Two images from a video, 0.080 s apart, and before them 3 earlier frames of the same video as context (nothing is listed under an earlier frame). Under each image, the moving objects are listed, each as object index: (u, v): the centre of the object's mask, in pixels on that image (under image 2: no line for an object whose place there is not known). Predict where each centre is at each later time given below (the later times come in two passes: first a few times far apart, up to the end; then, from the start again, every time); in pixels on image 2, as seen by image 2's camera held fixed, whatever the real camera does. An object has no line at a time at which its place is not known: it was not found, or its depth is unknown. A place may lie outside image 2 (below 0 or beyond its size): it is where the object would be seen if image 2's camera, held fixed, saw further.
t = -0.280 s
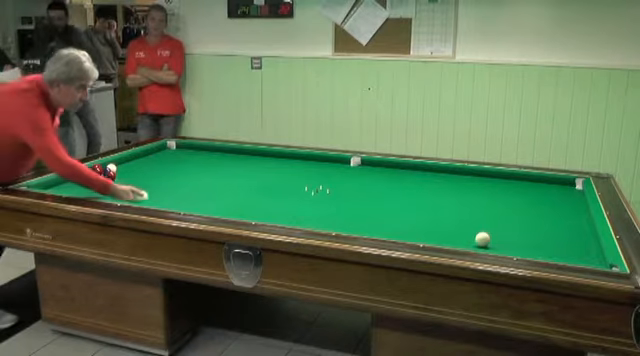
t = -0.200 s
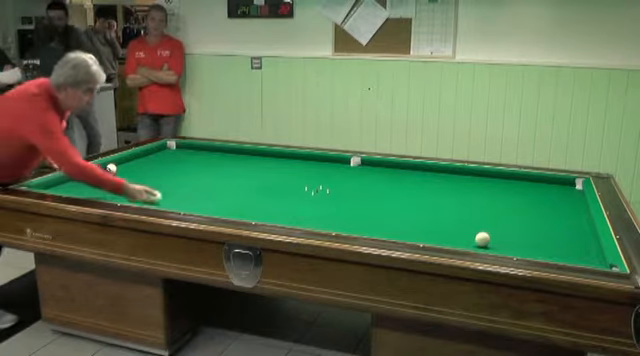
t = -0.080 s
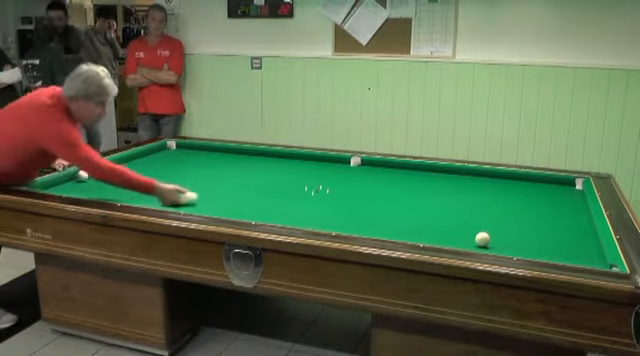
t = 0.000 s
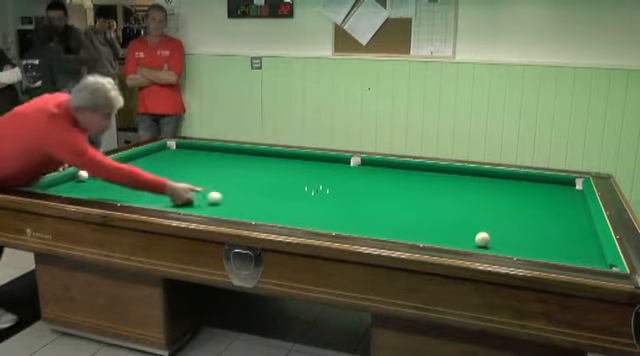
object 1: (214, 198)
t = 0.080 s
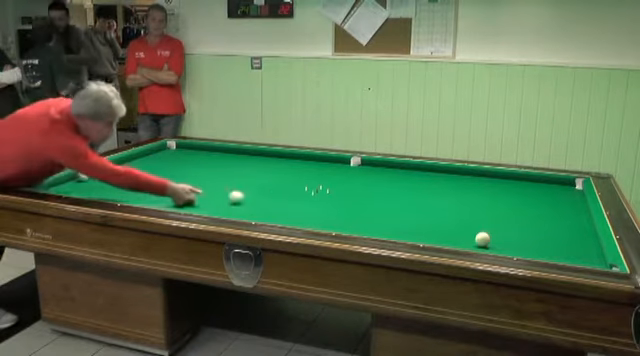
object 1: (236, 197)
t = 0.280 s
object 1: (286, 196)
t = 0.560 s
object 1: (354, 195)
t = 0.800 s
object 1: (409, 194)
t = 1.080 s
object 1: (470, 192)
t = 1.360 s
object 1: (526, 191)
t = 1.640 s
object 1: (577, 190)
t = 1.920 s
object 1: (543, 183)
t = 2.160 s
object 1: (518, 177)
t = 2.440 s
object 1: (494, 176)
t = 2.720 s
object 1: (469, 176)
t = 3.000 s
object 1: (445, 175)
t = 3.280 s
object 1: (422, 174)
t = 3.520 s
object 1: (402, 174)
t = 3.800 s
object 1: (379, 173)
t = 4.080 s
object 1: (356, 173)
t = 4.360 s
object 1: (334, 173)
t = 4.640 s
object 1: (313, 172)
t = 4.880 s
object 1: (295, 172)
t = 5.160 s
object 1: (275, 172)
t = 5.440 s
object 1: (255, 171)
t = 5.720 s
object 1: (237, 171)
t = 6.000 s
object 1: (219, 171)
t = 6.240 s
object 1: (204, 171)
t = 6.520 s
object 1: (188, 170)
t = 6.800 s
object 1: (172, 170)
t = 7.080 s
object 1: (156, 170)
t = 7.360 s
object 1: (142, 170)
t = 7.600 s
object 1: (131, 170)
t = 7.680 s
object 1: (126, 170)
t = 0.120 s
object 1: (246, 197)
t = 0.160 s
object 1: (256, 197)
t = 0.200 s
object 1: (266, 196)
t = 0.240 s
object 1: (276, 196)
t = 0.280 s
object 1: (286, 196)
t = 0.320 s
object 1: (296, 196)
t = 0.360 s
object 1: (305, 196)
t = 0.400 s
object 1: (315, 195)
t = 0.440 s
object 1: (325, 195)
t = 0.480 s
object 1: (334, 195)
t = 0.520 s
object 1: (344, 195)
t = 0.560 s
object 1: (354, 195)
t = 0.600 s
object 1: (363, 195)
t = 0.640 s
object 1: (373, 195)
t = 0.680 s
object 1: (382, 194)
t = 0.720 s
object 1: (391, 194)
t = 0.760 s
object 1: (400, 194)
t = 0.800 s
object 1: (409, 194)
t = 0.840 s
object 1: (418, 194)
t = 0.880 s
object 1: (427, 193)
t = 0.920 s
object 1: (436, 193)
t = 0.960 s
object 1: (445, 193)
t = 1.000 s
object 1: (453, 193)
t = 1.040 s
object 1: (462, 193)
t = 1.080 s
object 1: (470, 192)
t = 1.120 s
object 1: (478, 192)
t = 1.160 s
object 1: (487, 192)
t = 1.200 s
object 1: (495, 192)
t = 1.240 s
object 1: (503, 192)
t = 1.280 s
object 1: (511, 192)
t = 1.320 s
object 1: (519, 191)
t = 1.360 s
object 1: (526, 191)
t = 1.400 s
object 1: (534, 191)
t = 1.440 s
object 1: (542, 191)
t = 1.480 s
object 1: (549, 191)
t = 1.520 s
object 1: (557, 191)
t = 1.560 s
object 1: (564, 191)
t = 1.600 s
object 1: (571, 191)
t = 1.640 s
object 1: (577, 190)
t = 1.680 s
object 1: (571, 189)
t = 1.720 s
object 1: (566, 188)
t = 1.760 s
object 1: (561, 187)
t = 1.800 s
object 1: (556, 186)
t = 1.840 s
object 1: (552, 185)
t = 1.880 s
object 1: (547, 184)
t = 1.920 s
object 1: (543, 183)
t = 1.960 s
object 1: (539, 182)
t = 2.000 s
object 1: (535, 181)
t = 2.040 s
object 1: (531, 180)
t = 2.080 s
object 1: (526, 179)
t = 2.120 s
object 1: (522, 178)
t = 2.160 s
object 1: (518, 177)
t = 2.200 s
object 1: (514, 177)
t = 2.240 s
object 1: (511, 176)
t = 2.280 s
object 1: (507, 176)
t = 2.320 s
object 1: (504, 177)
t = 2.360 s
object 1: (501, 176)
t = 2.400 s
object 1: (497, 176)
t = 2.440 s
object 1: (494, 176)
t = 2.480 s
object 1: (490, 176)
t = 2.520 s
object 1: (487, 176)
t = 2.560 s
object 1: (483, 176)
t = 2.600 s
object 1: (480, 175)
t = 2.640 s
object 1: (476, 176)
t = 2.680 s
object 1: (473, 175)
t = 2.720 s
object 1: (469, 176)
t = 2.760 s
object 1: (466, 175)
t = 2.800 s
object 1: (463, 175)
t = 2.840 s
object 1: (459, 175)
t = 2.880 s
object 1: (456, 175)
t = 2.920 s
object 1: (452, 176)
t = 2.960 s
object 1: (449, 175)
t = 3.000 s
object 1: (445, 175)
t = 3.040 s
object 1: (442, 175)
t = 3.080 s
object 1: (439, 175)
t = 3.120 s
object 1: (435, 175)
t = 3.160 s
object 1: (432, 175)
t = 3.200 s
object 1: (429, 175)
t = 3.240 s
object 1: (425, 174)
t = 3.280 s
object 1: (422, 174)
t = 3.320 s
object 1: (419, 174)
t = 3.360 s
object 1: (415, 174)
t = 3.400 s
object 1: (412, 174)
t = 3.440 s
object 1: (409, 174)
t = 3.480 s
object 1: (405, 174)
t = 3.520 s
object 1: (402, 174)
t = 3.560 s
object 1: (398, 174)
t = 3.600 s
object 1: (395, 174)
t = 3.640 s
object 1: (392, 174)
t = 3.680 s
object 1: (389, 174)
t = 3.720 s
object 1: (385, 174)
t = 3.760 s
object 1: (382, 174)
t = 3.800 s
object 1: (379, 173)
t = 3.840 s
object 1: (375, 173)
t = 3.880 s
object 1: (372, 173)
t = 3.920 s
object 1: (369, 173)
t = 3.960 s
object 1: (366, 173)
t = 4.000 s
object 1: (362, 173)
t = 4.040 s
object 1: (359, 173)
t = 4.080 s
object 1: (356, 173)
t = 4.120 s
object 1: (353, 173)
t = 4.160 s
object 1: (350, 173)
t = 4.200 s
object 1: (347, 173)
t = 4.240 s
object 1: (344, 173)
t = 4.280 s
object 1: (340, 173)
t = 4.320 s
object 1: (337, 173)
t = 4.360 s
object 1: (334, 173)
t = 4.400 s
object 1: (331, 173)
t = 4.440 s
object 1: (328, 173)
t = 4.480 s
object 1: (325, 173)
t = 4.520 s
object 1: (322, 172)
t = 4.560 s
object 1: (319, 172)
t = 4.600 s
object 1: (316, 172)
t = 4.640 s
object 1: (313, 172)
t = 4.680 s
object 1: (310, 172)
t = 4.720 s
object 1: (307, 172)
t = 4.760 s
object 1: (304, 172)
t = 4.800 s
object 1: (301, 172)
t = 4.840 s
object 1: (298, 172)
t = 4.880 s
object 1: (295, 172)
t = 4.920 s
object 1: (292, 172)
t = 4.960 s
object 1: (289, 172)
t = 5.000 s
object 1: (286, 172)
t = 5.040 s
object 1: (284, 172)
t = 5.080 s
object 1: (280, 172)
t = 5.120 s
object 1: (278, 172)
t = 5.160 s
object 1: (275, 172)
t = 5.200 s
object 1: (272, 172)
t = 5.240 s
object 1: (269, 172)
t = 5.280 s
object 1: (266, 172)
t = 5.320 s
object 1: (264, 172)
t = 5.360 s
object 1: (261, 171)
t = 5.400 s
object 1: (258, 171)
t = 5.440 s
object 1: (255, 171)
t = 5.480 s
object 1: (253, 171)
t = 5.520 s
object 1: (250, 171)
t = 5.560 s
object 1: (247, 171)
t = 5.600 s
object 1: (245, 171)
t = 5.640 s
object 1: (242, 171)
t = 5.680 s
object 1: (239, 171)
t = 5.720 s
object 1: (237, 171)
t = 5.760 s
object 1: (234, 171)
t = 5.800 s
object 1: (232, 171)
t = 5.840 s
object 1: (229, 171)
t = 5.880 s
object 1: (226, 171)
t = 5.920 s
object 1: (224, 171)
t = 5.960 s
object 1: (221, 171)
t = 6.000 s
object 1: (219, 171)
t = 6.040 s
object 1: (216, 171)
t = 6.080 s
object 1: (214, 171)
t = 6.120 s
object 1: (211, 170)
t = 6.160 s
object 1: (209, 171)
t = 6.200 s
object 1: (206, 170)
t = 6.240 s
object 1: (204, 171)
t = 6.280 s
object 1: (202, 171)
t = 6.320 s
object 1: (199, 170)
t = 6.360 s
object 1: (197, 171)
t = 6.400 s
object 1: (195, 171)
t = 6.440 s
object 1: (192, 170)
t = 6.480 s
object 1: (190, 170)
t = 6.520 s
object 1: (188, 170)
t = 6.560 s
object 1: (185, 171)
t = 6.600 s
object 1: (183, 170)
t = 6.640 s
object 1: (181, 170)
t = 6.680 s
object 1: (178, 170)
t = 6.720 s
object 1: (176, 171)
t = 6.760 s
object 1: (174, 170)
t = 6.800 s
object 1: (172, 170)
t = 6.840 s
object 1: (170, 170)
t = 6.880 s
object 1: (167, 170)
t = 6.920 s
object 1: (165, 170)
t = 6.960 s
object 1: (163, 170)
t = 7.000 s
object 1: (161, 170)
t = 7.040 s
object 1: (159, 170)
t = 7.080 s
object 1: (156, 170)
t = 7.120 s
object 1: (154, 170)
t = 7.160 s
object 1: (152, 170)
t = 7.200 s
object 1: (150, 170)
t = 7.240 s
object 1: (148, 170)
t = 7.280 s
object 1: (146, 170)
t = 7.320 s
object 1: (144, 170)
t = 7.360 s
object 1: (142, 170)
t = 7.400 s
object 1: (140, 170)
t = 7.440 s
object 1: (138, 170)
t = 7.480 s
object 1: (136, 170)
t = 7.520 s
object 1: (134, 170)
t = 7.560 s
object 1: (132, 170)
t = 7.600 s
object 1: (131, 170)
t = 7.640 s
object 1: (128, 170)
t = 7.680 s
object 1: (126, 170)
